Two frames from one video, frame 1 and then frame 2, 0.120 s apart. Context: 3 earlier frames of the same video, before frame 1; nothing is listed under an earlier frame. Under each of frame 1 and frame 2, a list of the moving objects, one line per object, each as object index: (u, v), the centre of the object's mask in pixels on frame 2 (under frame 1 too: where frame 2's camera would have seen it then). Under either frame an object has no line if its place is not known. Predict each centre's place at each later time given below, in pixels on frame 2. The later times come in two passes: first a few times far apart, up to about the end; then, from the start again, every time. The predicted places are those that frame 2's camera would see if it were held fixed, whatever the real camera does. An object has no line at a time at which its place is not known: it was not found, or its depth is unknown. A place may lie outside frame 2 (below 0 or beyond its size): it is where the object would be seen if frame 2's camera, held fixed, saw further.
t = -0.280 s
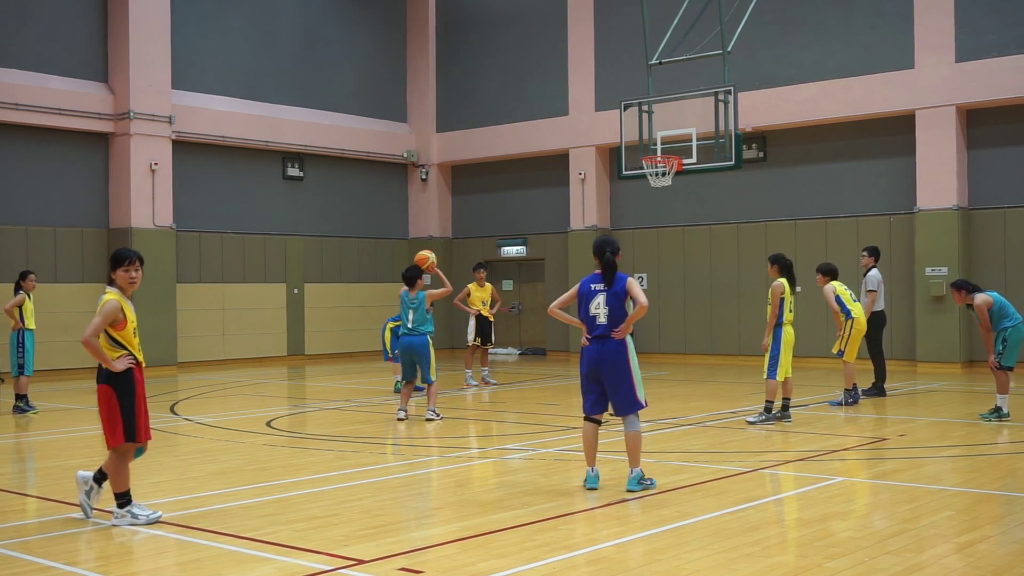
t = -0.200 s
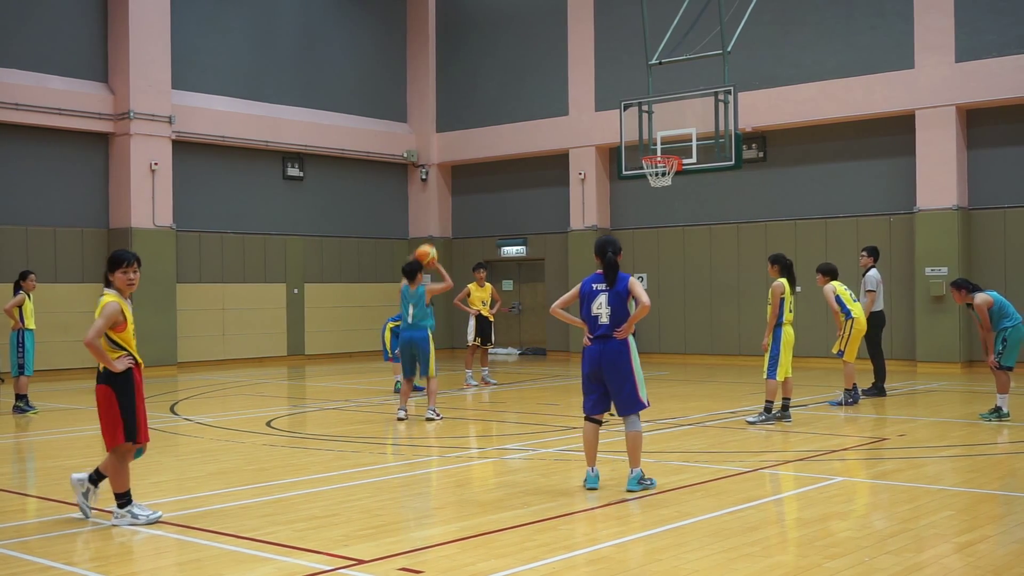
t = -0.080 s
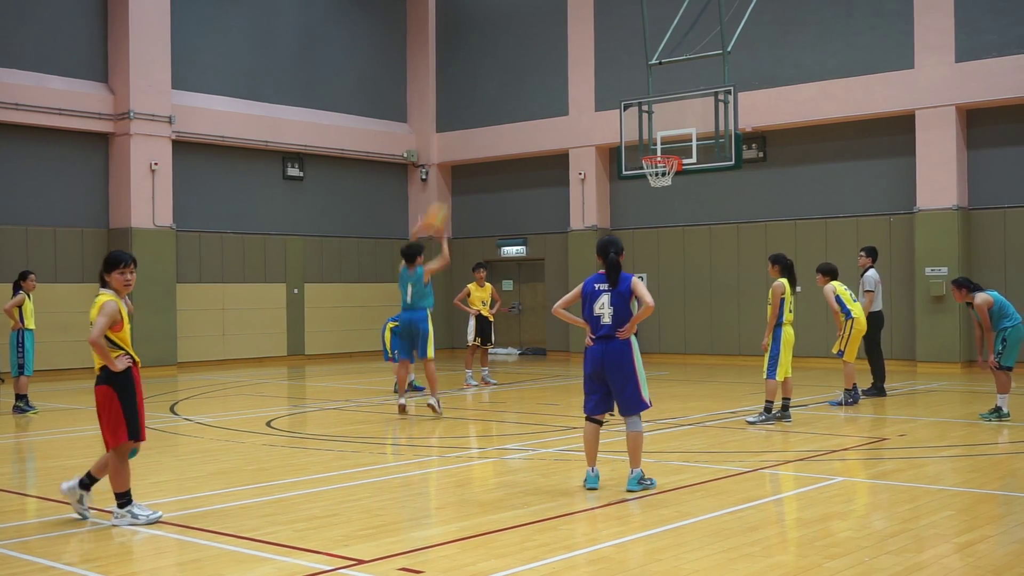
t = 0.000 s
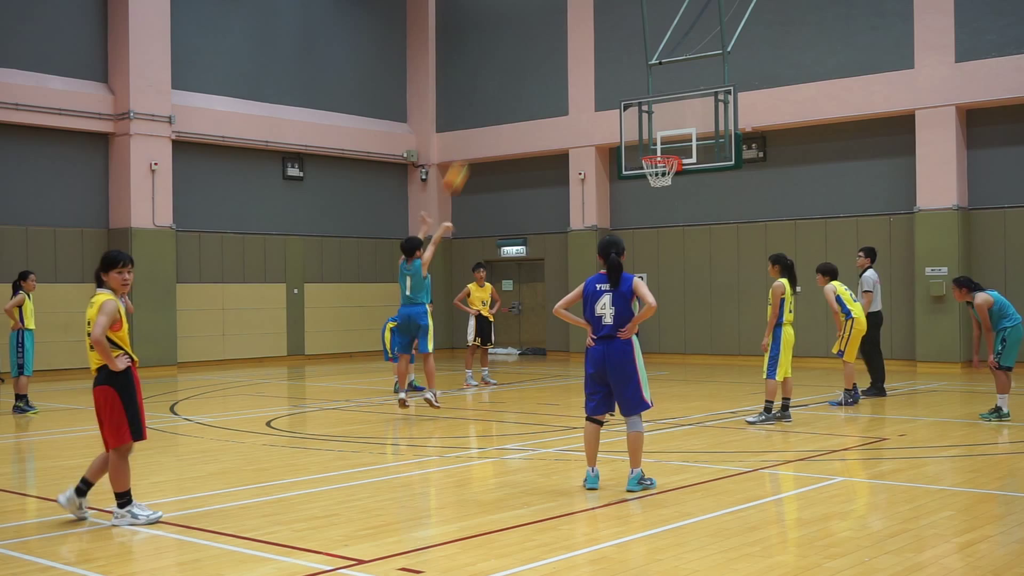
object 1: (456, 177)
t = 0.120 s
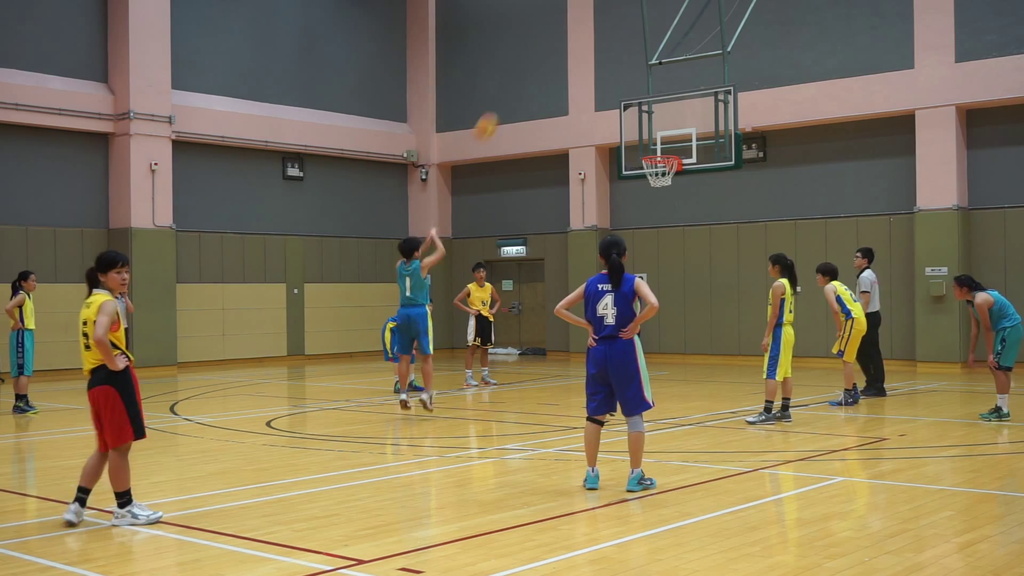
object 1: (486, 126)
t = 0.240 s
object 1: (515, 92)
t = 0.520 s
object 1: (574, 63)
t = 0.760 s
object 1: (620, 88)
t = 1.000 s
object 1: (663, 149)
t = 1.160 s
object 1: (660, 177)
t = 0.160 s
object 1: (496, 113)
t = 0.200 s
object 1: (505, 102)
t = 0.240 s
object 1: (515, 92)
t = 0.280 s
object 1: (524, 84)
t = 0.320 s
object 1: (532, 77)
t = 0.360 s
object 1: (541, 71)
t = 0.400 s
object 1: (550, 67)
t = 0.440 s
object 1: (557, 65)
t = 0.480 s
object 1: (566, 63)
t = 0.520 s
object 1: (574, 63)
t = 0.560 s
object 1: (582, 65)
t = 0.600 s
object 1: (590, 67)
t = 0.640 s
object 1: (598, 71)
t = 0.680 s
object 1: (605, 75)
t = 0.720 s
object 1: (613, 81)
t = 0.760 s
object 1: (620, 88)
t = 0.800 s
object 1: (627, 95)
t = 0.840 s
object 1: (635, 105)
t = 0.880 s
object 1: (641, 115)
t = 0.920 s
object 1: (648, 127)
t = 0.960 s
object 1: (655, 138)
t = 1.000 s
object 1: (663, 149)
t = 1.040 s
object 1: (661, 159)
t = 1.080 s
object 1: (659, 163)
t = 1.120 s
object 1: (659, 171)
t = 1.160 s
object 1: (660, 177)
